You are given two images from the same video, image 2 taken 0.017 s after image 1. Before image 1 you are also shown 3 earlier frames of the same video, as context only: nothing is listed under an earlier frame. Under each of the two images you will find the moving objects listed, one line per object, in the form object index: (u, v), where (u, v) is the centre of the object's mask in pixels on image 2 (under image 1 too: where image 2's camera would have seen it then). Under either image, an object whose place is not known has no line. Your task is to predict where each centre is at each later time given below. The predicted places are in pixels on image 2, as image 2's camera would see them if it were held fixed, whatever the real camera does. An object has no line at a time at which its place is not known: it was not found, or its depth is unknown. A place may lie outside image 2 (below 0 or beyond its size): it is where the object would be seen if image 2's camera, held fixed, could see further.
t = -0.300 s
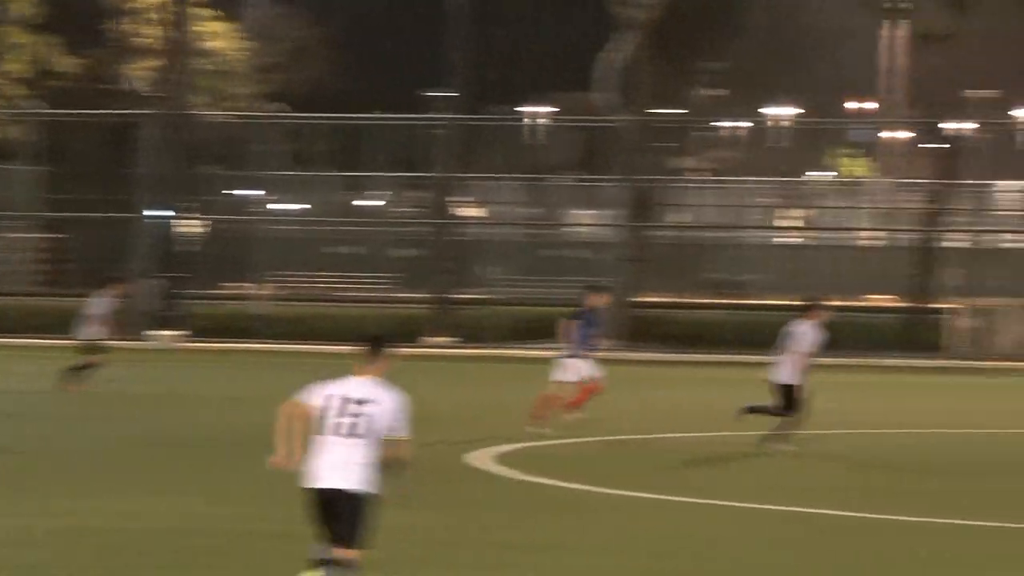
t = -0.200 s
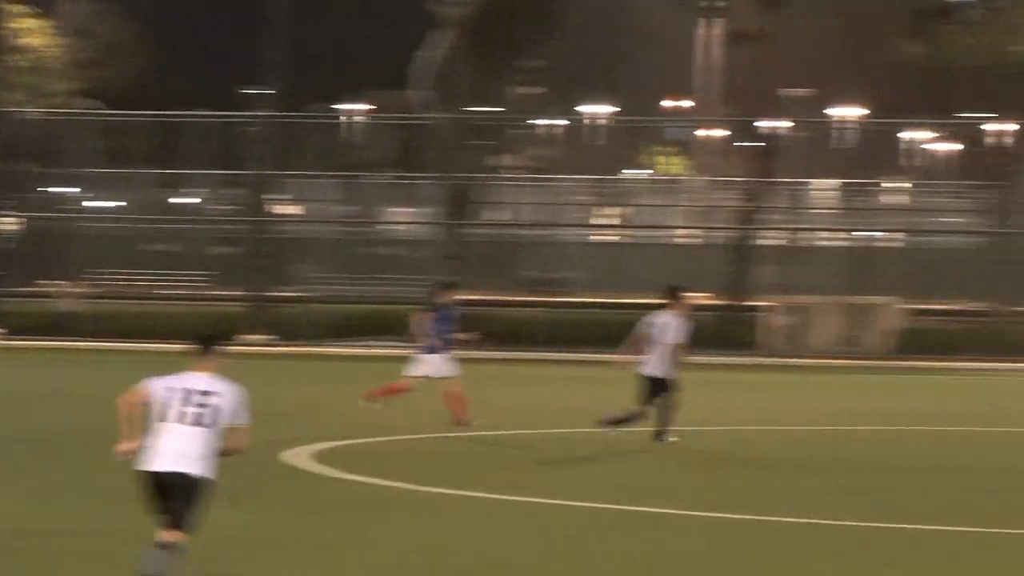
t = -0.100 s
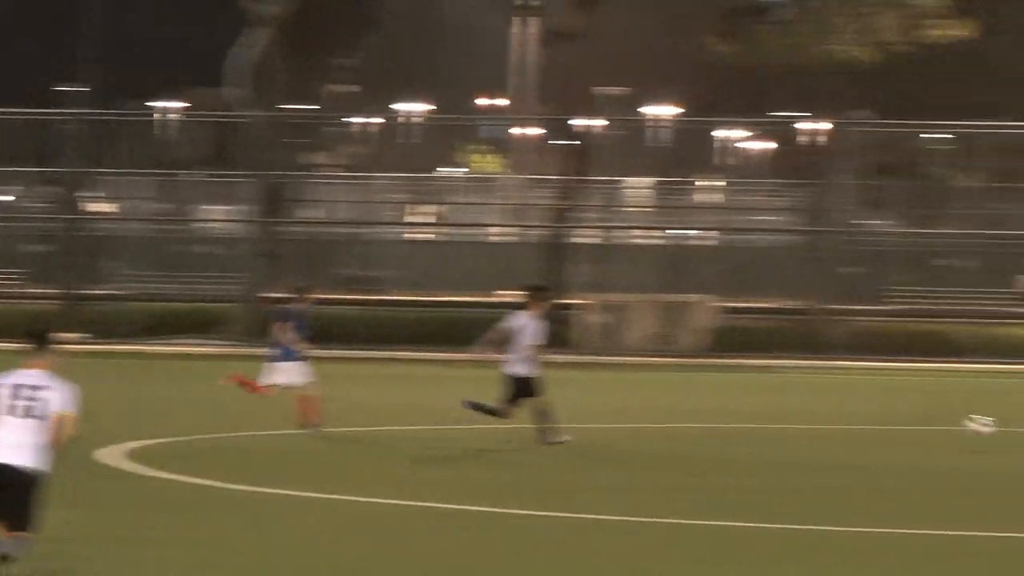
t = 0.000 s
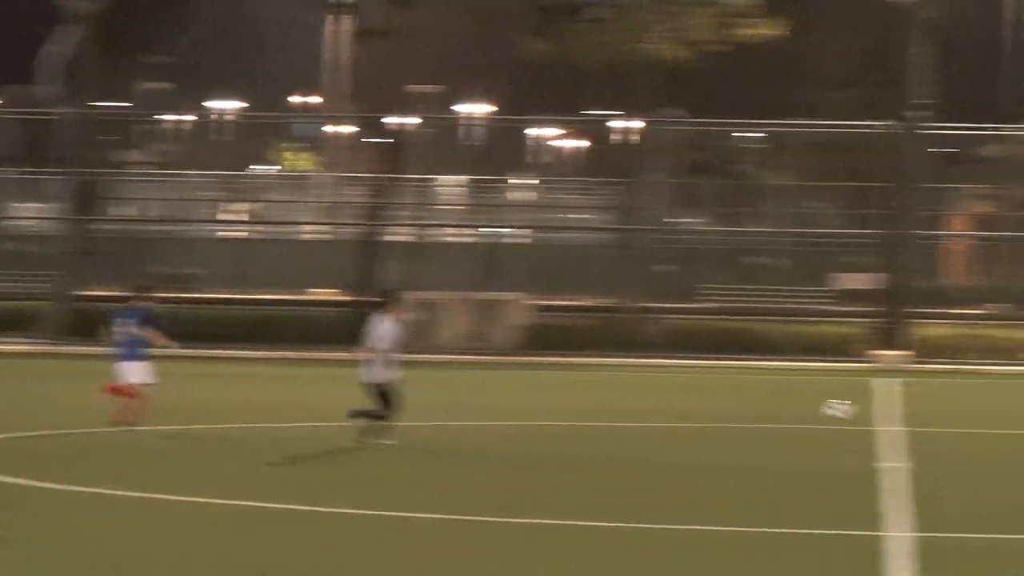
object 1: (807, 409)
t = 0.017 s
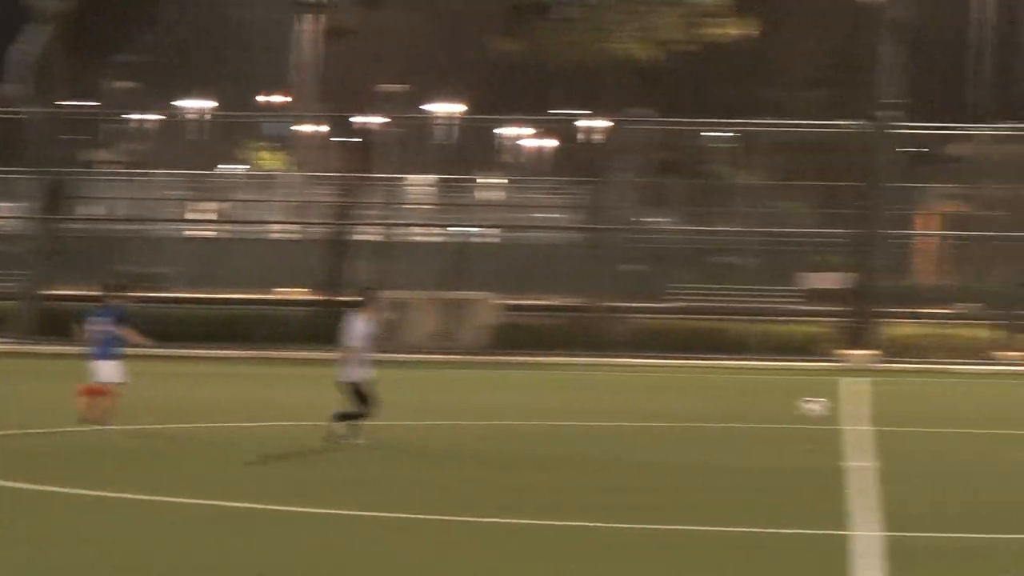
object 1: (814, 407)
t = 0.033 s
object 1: (822, 406)
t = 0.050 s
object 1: (830, 406)
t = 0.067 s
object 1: (835, 405)
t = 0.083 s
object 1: (842, 403)
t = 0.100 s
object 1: (849, 405)
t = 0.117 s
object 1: (855, 404)
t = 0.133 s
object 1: (863, 404)
